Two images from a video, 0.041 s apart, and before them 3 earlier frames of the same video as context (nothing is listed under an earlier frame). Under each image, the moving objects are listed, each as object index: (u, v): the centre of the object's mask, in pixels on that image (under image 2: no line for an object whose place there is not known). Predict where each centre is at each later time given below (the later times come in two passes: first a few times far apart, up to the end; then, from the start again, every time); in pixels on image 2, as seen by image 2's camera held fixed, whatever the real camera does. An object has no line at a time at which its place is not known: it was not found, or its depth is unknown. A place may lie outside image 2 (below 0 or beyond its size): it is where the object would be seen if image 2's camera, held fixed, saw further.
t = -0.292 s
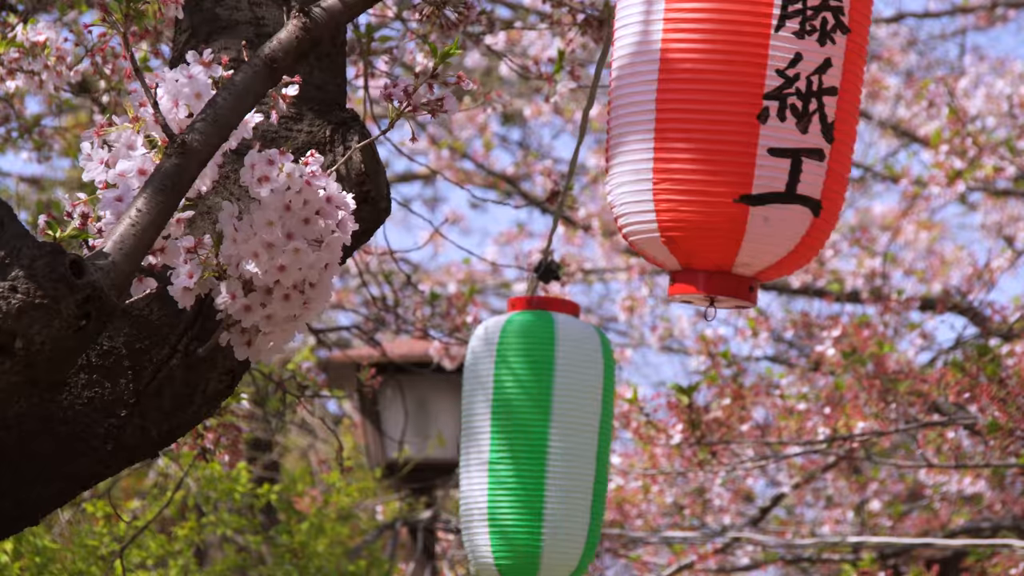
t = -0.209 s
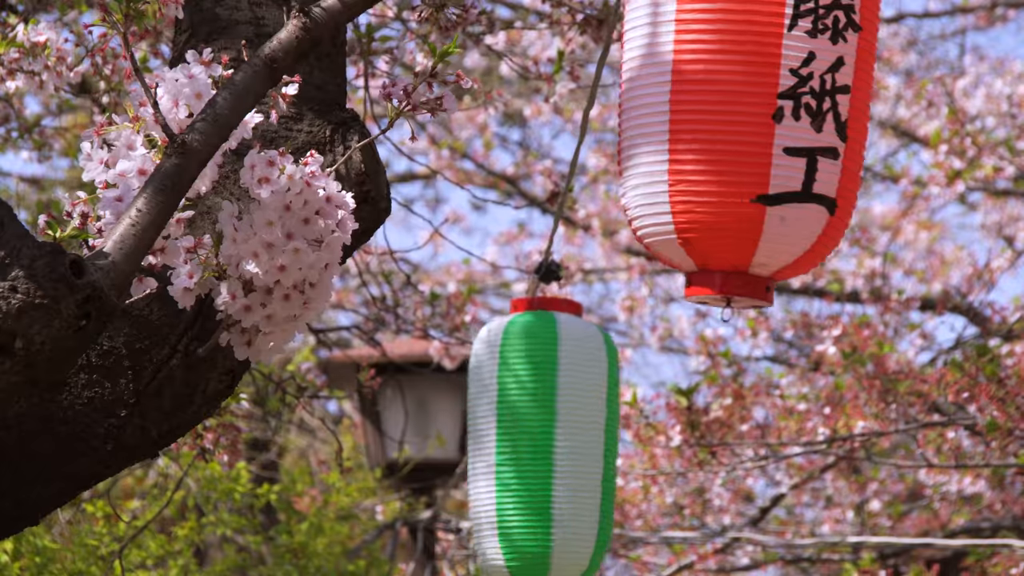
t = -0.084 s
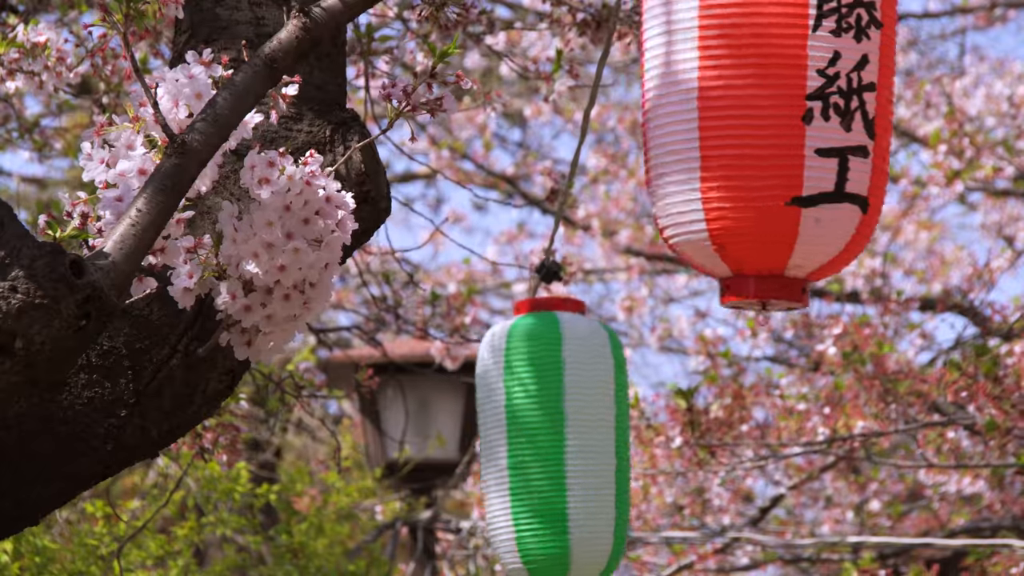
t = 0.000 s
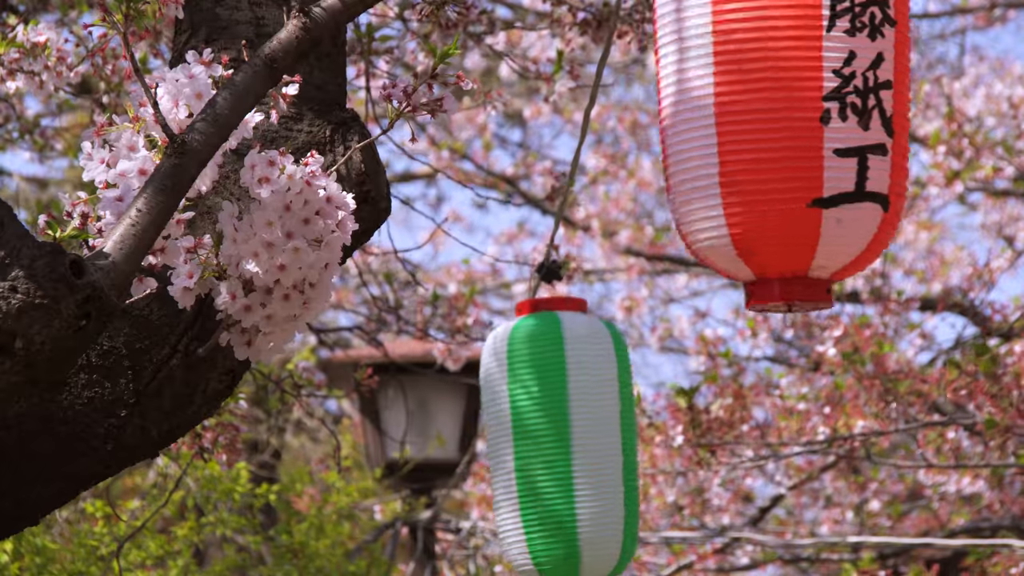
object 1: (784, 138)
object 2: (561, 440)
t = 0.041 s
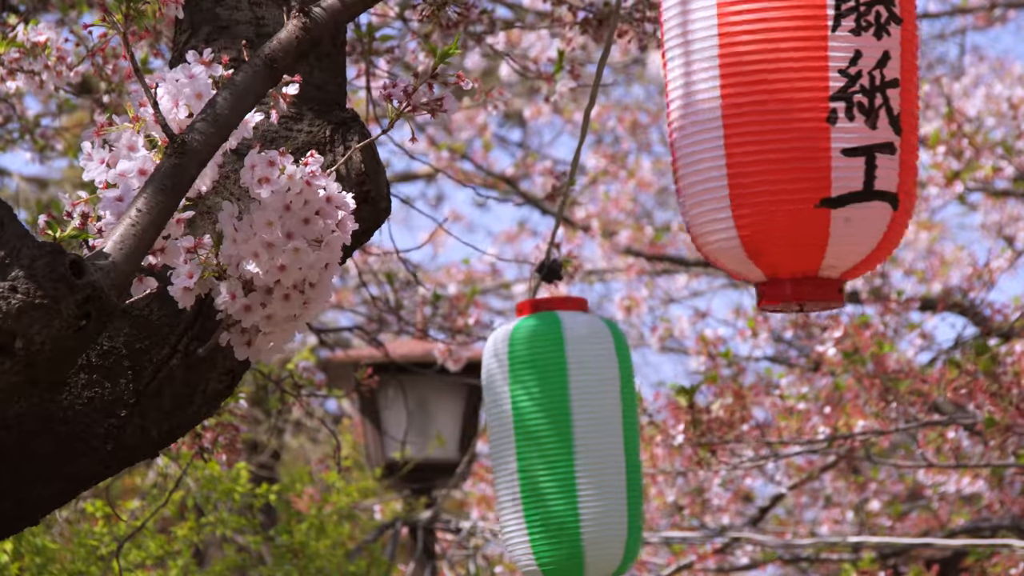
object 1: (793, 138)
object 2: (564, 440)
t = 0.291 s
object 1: (822, 135)
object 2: (565, 440)
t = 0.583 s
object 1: (773, 138)
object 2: (536, 440)
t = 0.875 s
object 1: (710, 134)
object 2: (518, 438)
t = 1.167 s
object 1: (731, 136)
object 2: (539, 439)
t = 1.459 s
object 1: (800, 136)
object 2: (576, 438)
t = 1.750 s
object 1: (820, 135)
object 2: (570, 439)
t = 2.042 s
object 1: (763, 137)
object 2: (530, 440)
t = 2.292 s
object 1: (718, 136)
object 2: (515, 437)
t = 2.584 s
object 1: (741, 137)
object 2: (541, 440)
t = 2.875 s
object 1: (813, 135)
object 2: (578, 438)
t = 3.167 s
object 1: (827, 134)
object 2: (567, 440)
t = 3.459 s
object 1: (759, 139)
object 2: (518, 439)
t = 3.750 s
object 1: (713, 136)
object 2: (510, 435)
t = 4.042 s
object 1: (752, 137)
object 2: (552, 439)
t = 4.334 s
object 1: (820, 135)
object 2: (580, 438)
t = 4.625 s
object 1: (819, 135)
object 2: (559, 440)
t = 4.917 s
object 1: (748, 139)
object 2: (525, 438)
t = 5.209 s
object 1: (711, 136)
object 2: (527, 437)
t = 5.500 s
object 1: (760, 138)
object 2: (561, 440)
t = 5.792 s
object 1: (825, 134)
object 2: (576, 438)
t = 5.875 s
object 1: (832, 134)
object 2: (573, 439)
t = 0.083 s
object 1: (801, 138)
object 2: (566, 440)
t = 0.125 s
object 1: (808, 137)
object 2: (567, 440)
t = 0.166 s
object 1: (815, 136)
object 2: (568, 439)
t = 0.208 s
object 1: (819, 136)
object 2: (567, 439)
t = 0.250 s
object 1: (822, 135)
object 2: (566, 439)
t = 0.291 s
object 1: (822, 135)
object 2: (565, 440)
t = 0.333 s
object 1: (820, 136)
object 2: (562, 440)
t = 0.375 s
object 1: (816, 136)
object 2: (559, 440)
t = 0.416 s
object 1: (810, 137)
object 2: (555, 440)
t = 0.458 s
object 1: (802, 138)
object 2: (551, 440)
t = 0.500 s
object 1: (793, 138)
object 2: (546, 441)
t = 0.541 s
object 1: (783, 138)
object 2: (541, 440)
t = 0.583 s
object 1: (773, 138)
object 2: (536, 440)
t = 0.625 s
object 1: (762, 138)
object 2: (532, 440)
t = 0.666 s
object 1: (751, 138)
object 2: (528, 439)
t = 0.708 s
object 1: (741, 137)
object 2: (525, 439)
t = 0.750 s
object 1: (731, 136)
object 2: (522, 439)
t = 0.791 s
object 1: (723, 136)
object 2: (520, 438)
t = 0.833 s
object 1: (716, 135)
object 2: (519, 438)
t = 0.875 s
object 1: (710, 134)
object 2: (518, 438)
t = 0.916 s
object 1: (707, 134)
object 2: (518, 438)
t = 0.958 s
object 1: (706, 134)
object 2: (520, 437)
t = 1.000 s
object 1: (707, 135)
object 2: (522, 437)
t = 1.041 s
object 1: (711, 135)
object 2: (525, 438)
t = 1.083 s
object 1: (716, 136)
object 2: (529, 438)
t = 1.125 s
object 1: (723, 136)
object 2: (534, 439)
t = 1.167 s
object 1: (731, 136)
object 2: (539, 439)
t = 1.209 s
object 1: (740, 137)
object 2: (545, 440)
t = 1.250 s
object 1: (750, 137)
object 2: (550, 440)
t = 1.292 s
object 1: (760, 137)
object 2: (556, 441)
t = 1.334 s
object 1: (770, 136)
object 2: (562, 440)
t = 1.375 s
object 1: (781, 137)
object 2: (567, 440)
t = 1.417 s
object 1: (791, 136)
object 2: (572, 439)
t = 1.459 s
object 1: (800, 136)
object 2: (576, 438)
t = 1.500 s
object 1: (808, 135)
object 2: (578, 438)
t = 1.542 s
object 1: (815, 135)
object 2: (580, 437)
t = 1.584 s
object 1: (820, 134)
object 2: (580, 437)
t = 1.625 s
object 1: (823, 135)
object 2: (579, 437)
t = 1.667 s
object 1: (824, 134)
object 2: (577, 438)
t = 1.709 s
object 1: (823, 135)
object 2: (574, 438)
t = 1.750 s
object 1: (820, 135)
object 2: (570, 439)
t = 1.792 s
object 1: (815, 135)
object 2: (564, 439)
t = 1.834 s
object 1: (809, 136)
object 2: (559, 440)
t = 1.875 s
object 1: (801, 136)
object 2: (552, 440)
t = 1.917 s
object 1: (792, 137)
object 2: (546, 441)
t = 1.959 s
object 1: (782, 137)
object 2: (540, 441)
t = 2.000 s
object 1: (773, 137)
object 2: (535, 441)
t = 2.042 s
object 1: (763, 137)
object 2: (530, 440)
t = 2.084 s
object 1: (754, 137)
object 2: (525, 440)
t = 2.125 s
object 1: (744, 137)
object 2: (521, 439)
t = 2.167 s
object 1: (736, 137)
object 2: (518, 439)
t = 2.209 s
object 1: (729, 137)
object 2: (516, 438)
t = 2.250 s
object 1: (723, 137)
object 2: (515, 437)
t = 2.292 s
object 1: (718, 136)
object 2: (515, 437)
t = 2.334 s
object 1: (716, 136)
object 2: (516, 437)
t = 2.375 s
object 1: (715, 135)
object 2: (518, 437)
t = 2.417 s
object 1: (716, 136)
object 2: (521, 437)
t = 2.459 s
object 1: (719, 136)
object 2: (525, 438)
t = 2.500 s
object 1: (725, 136)
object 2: (530, 439)
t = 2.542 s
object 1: (732, 136)
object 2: (535, 439)
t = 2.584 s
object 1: (741, 137)
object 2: (541, 440)
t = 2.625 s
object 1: (751, 137)
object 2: (547, 440)
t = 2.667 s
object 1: (761, 137)
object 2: (553, 440)
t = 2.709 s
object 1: (772, 137)
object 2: (559, 440)
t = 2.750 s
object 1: (783, 136)
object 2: (565, 439)
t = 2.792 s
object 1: (794, 136)
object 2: (570, 439)
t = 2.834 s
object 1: (804, 135)
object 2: (575, 438)
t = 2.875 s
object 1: (813, 135)
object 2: (578, 438)
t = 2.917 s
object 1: (821, 134)
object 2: (580, 438)
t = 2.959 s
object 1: (827, 133)
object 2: (582, 437)
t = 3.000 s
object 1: (831, 133)
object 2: (581, 437)
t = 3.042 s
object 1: (833, 133)
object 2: (580, 438)
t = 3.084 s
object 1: (833, 133)
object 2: (577, 438)
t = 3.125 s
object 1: (831, 133)
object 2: (573, 439)
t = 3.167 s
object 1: (827, 134)
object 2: (567, 440)
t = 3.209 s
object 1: (820, 134)
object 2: (561, 440)
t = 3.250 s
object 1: (812, 135)
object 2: (554, 441)
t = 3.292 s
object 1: (803, 136)
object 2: (546, 441)
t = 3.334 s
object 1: (793, 137)
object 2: (538, 441)
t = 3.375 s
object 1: (782, 138)
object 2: (531, 440)
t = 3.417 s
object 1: (770, 138)
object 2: (524, 439)
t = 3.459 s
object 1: (759, 139)
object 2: (518, 439)
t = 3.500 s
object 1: (749, 138)
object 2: (513, 438)
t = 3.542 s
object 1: (739, 138)
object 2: (509, 437)
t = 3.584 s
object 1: (731, 138)
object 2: (506, 436)
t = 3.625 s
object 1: (724, 137)
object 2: (505, 436)
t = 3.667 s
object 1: (718, 137)
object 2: (506, 435)
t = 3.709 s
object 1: (715, 136)
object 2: (507, 435)
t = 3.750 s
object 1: (713, 136)
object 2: (510, 435)
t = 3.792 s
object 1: (714, 136)
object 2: (515, 436)
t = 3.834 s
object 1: (716, 136)
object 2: (520, 437)
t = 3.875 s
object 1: (720, 136)
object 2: (526, 437)
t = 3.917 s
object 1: (726, 137)
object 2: (532, 438)
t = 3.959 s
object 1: (733, 137)
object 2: (539, 439)
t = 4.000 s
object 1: (742, 137)
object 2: (545, 439)
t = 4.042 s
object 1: (752, 137)
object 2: (552, 439)
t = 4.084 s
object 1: (762, 137)
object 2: (559, 439)
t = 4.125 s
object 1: (773, 137)
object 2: (565, 439)
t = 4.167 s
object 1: (784, 137)
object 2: (570, 439)
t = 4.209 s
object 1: (794, 136)
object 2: (574, 438)
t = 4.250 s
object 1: (804, 136)
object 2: (577, 438)
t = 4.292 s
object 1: (813, 135)
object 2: (579, 438)
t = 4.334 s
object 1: (820, 135)
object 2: (580, 438)
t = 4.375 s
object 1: (826, 134)
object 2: (579, 438)
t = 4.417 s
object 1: (830, 134)
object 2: (578, 438)
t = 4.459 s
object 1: (831, 134)
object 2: (576, 438)
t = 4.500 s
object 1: (831, 134)
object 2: (573, 439)
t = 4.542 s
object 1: (829, 134)
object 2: (569, 439)
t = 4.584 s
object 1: (825, 134)
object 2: (564, 440)
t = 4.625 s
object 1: (819, 135)
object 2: (559, 440)
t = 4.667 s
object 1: (811, 136)
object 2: (554, 440)
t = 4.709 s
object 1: (802, 137)
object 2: (548, 440)
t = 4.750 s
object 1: (792, 137)
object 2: (543, 440)
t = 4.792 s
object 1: (781, 137)
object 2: (537, 440)
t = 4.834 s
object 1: (770, 138)
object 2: (533, 440)
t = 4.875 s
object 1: (759, 138)
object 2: (529, 439)
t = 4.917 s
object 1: (748, 139)
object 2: (525, 438)
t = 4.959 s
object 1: (738, 138)
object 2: (522, 438)
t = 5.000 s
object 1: (730, 138)
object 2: (521, 438)
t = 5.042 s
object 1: (722, 137)
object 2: (520, 437)
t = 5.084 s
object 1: (717, 137)
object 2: (520, 437)
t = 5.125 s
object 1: (713, 136)
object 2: (521, 437)
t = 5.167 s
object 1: (711, 136)
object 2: (523, 437)
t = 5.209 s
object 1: (711, 136)
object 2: (527, 437)
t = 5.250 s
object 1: (713, 137)
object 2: (530, 438)
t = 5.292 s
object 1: (717, 137)
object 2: (535, 438)
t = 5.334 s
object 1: (723, 137)
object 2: (540, 438)
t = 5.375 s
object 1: (731, 137)
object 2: (545, 439)
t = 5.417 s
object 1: (740, 138)
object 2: (550, 439)
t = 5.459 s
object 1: (750, 138)
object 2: (556, 439)
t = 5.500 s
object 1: (760, 138)
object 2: (561, 440)
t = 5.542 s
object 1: (771, 137)
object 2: (565, 440)
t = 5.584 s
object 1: (782, 137)
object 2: (570, 439)
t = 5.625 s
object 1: (792, 137)
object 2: (572, 439)
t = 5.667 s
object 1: (802, 136)
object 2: (575, 439)
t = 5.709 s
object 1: (811, 135)
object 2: (576, 439)
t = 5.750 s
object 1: (819, 135)
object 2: (577, 439)
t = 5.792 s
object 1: (825, 134)
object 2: (576, 438)
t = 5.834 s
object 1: (830, 134)
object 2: (575, 438)
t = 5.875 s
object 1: (832, 134)
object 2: (573, 439)
